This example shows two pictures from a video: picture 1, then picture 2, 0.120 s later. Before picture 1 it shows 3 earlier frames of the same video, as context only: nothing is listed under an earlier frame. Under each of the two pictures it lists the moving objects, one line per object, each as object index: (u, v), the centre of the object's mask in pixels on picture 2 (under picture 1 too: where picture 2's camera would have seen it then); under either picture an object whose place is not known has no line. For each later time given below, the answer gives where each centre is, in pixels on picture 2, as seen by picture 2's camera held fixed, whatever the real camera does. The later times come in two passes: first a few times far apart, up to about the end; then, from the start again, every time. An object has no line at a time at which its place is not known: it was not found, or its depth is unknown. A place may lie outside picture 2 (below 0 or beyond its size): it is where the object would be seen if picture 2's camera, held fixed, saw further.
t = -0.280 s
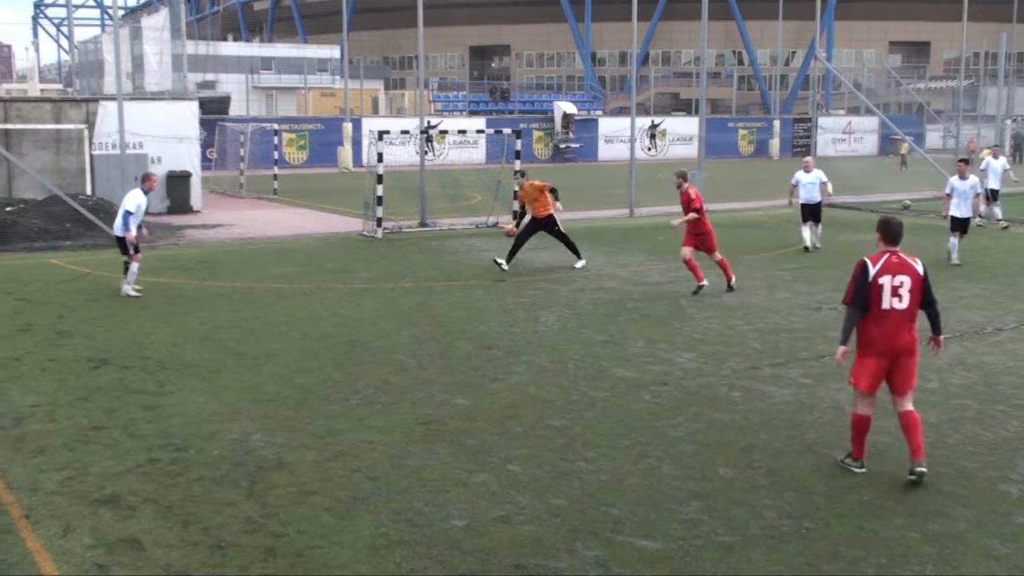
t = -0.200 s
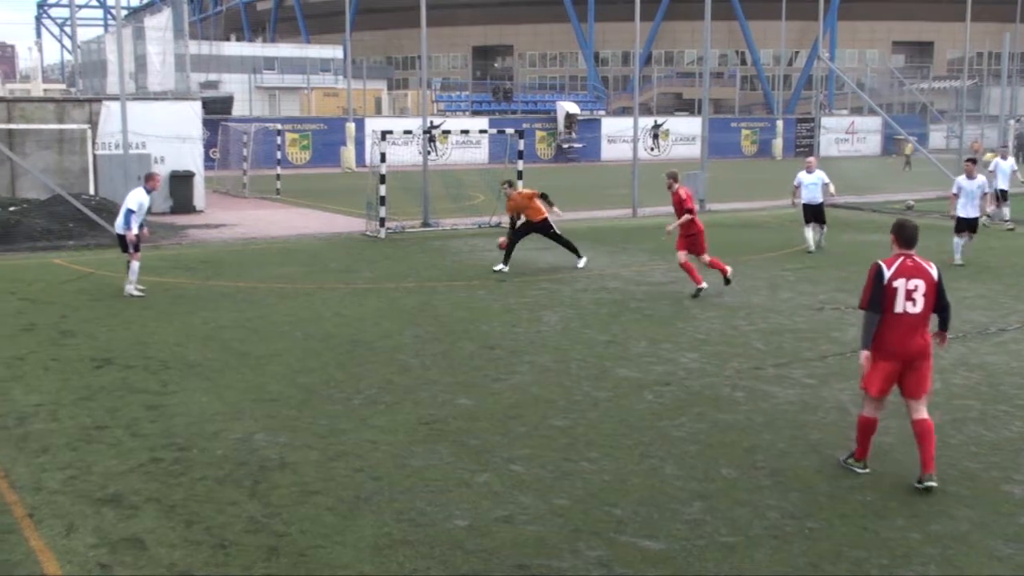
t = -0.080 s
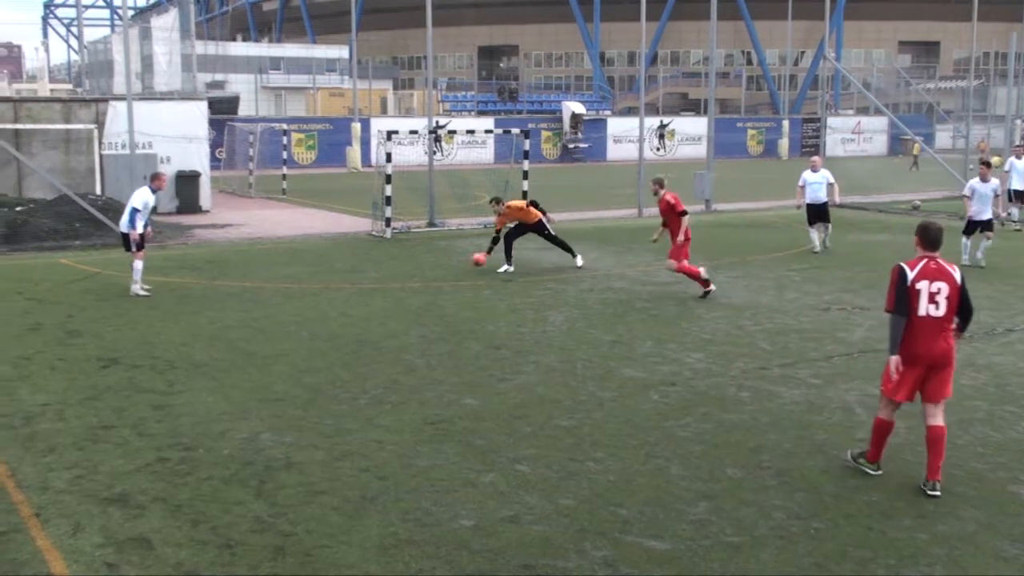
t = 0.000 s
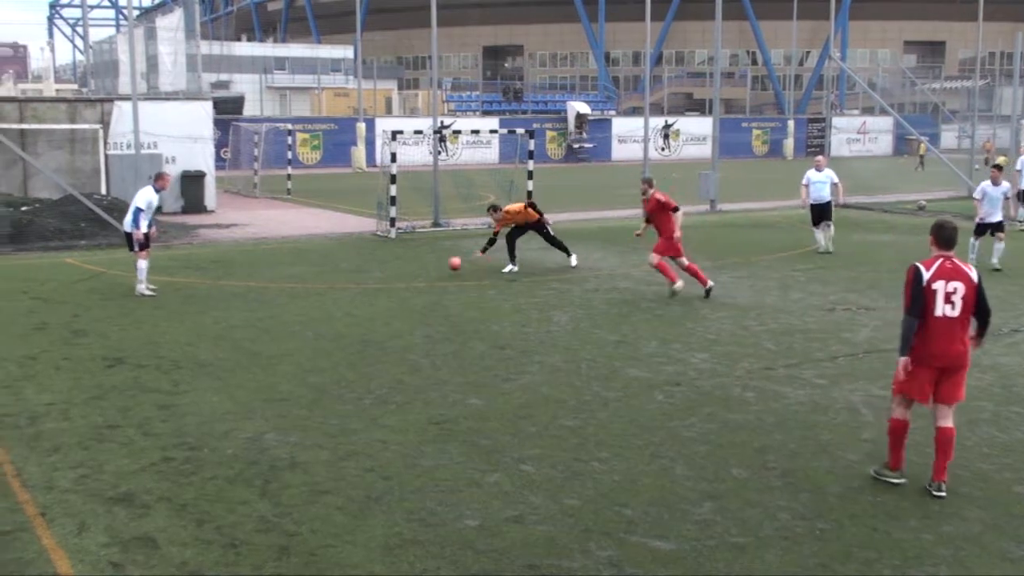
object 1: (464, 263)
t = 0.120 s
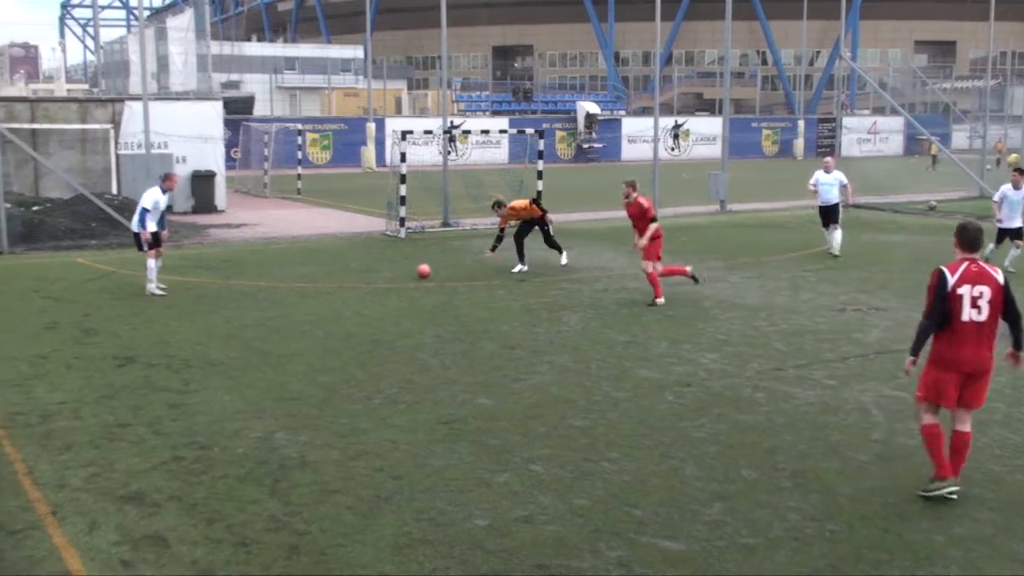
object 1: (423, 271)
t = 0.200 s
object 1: (399, 273)
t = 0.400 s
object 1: (342, 280)
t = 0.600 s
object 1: (287, 286)
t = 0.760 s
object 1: (241, 292)
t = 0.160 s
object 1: (411, 271)
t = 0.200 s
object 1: (399, 273)
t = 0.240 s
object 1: (386, 276)
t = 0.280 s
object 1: (375, 277)
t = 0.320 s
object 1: (364, 278)
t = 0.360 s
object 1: (353, 279)
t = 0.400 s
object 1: (342, 280)
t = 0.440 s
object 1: (332, 282)
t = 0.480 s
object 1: (321, 283)
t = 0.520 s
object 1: (310, 284)
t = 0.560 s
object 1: (298, 286)
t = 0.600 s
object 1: (287, 286)
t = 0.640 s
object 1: (276, 287)
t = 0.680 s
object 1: (264, 289)
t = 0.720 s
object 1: (252, 291)
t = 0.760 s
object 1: (241, 292)
